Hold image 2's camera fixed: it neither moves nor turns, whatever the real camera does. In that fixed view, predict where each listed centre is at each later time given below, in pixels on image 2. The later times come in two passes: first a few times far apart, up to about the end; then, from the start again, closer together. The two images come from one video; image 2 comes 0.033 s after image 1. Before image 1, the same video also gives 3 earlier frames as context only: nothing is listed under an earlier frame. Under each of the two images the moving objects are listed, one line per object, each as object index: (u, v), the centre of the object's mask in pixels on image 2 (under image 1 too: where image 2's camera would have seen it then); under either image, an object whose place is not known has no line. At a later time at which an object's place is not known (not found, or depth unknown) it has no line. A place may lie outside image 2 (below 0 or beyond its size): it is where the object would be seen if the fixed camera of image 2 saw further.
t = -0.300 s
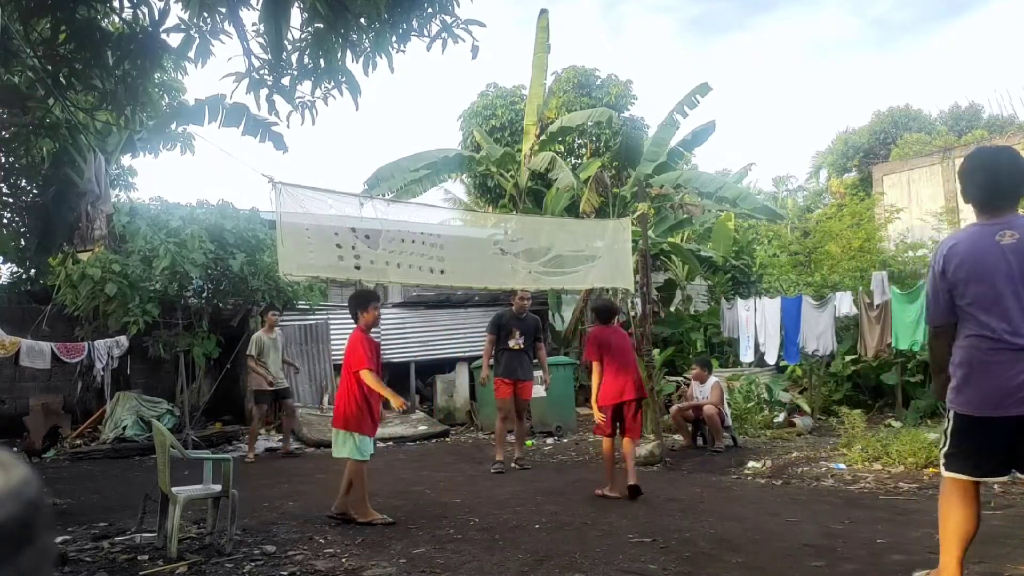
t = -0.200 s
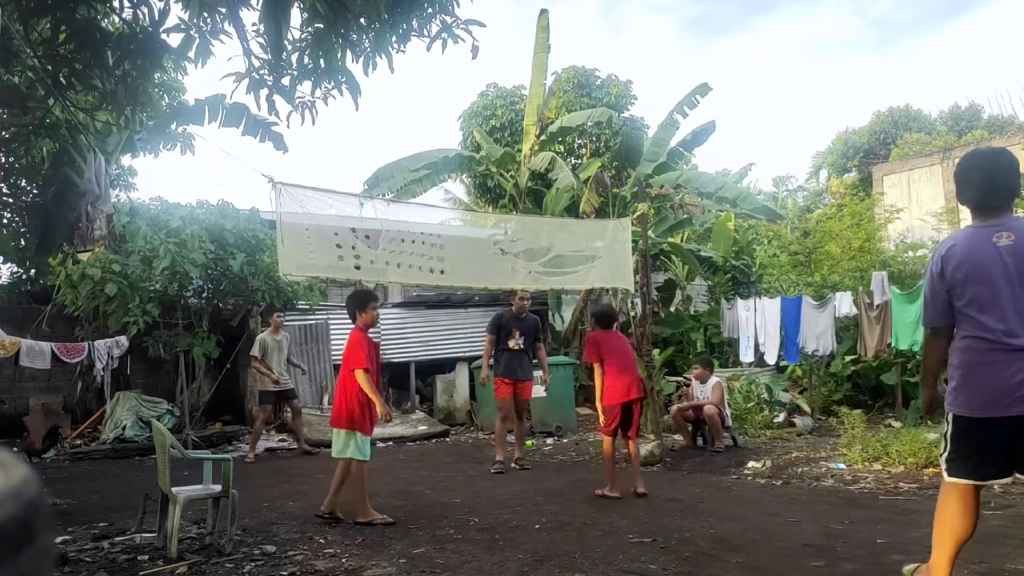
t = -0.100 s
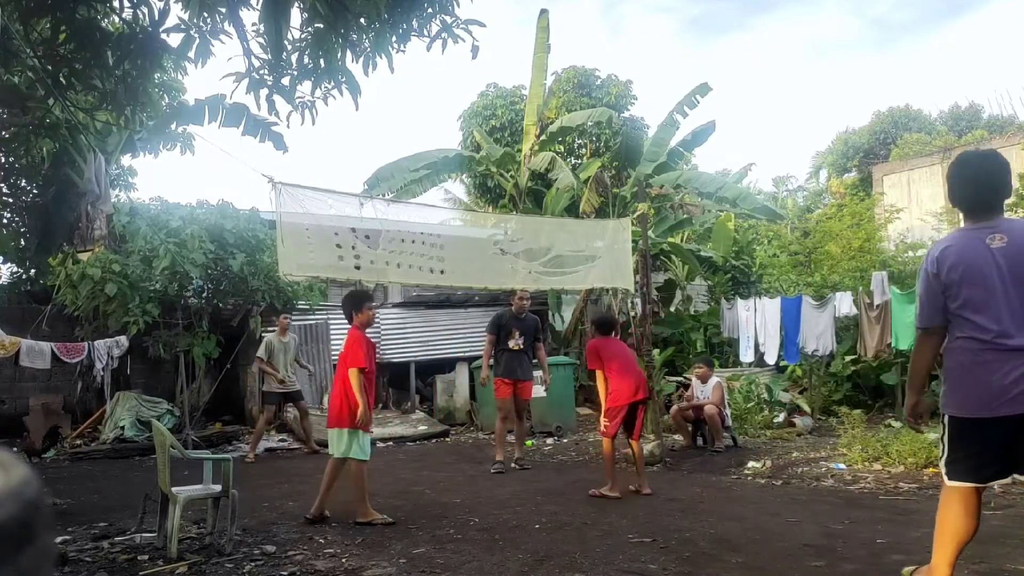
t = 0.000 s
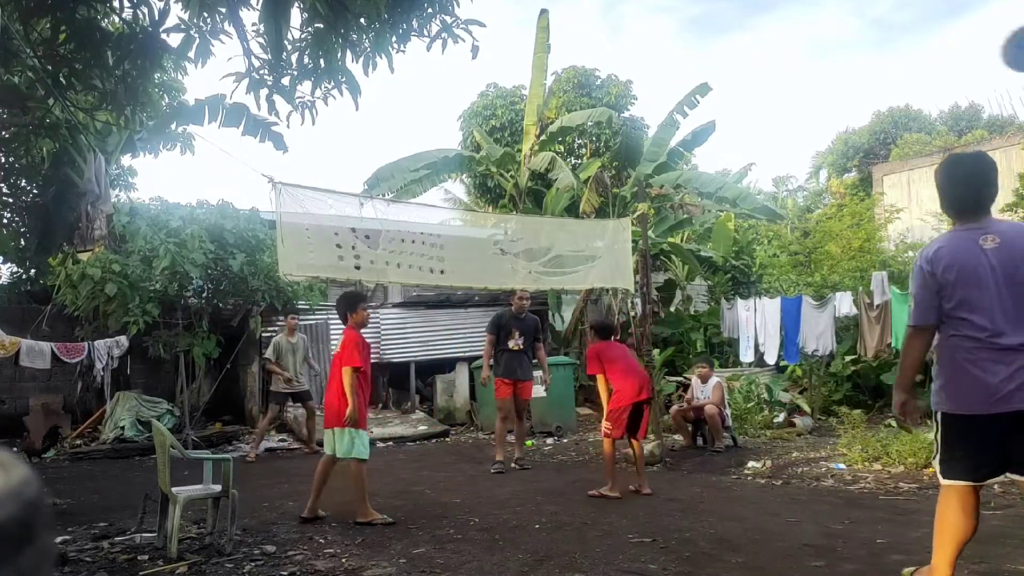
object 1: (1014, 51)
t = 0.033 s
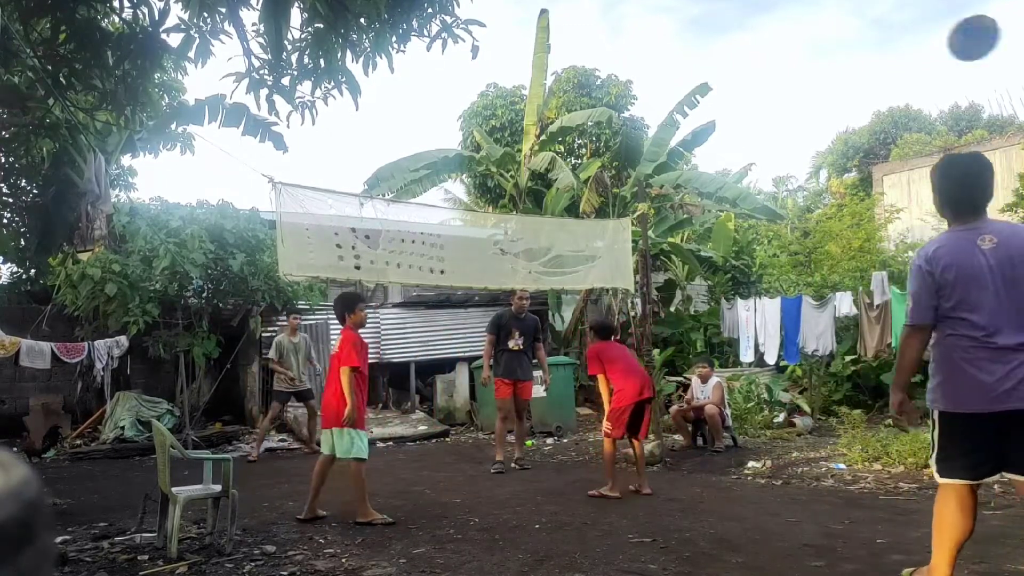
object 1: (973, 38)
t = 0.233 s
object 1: (744, 31)
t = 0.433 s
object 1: (612, 77)
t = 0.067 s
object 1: (924, 32)
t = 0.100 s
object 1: (881, 28)
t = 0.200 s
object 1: (774, 27)
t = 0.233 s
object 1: (744, 31)
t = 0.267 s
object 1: (718, 36)
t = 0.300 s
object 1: (693, 43)
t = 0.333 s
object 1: (671, 50)
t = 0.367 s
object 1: (650, 58)
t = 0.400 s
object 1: (630, 67)
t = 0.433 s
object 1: (612, 77)
